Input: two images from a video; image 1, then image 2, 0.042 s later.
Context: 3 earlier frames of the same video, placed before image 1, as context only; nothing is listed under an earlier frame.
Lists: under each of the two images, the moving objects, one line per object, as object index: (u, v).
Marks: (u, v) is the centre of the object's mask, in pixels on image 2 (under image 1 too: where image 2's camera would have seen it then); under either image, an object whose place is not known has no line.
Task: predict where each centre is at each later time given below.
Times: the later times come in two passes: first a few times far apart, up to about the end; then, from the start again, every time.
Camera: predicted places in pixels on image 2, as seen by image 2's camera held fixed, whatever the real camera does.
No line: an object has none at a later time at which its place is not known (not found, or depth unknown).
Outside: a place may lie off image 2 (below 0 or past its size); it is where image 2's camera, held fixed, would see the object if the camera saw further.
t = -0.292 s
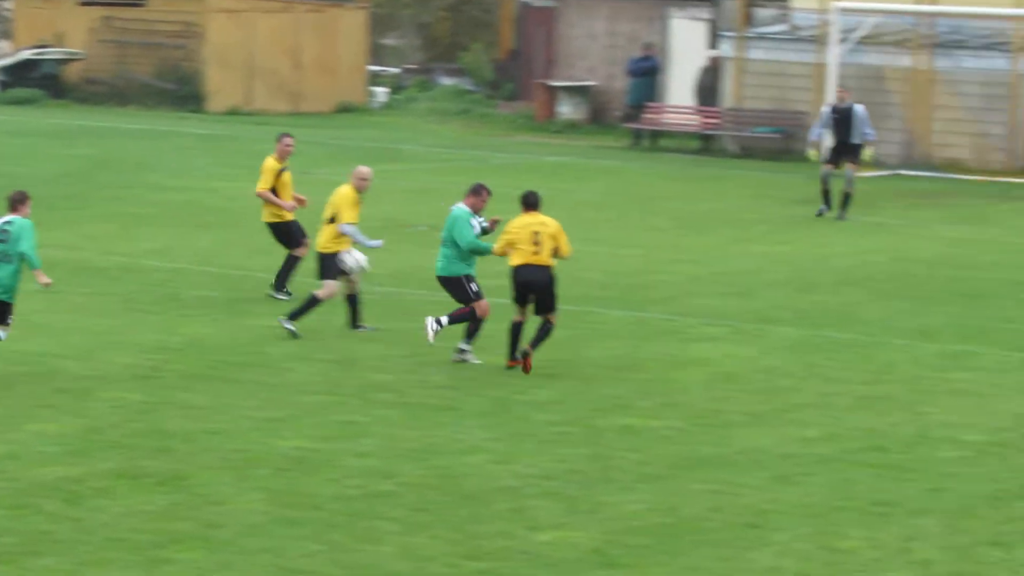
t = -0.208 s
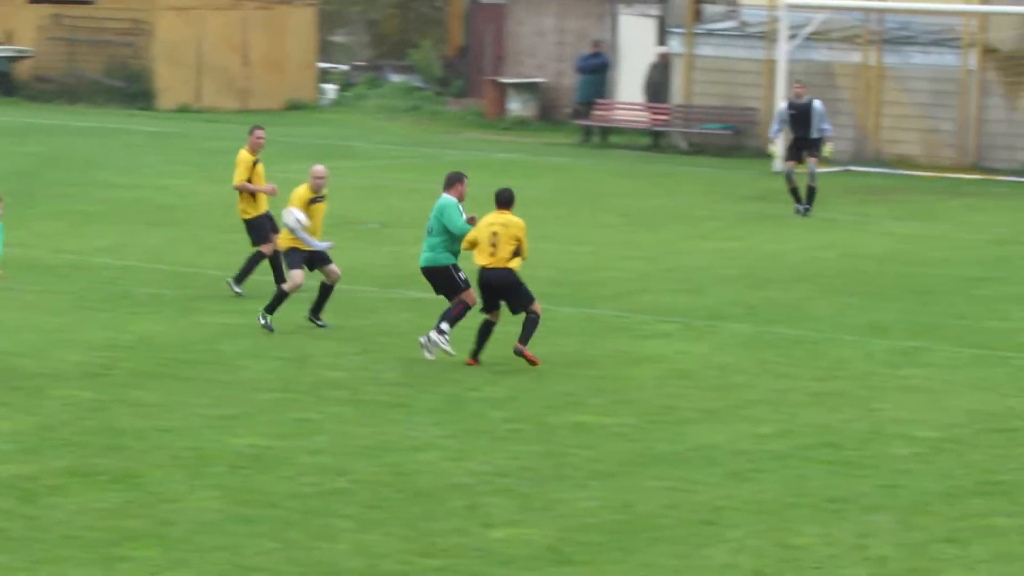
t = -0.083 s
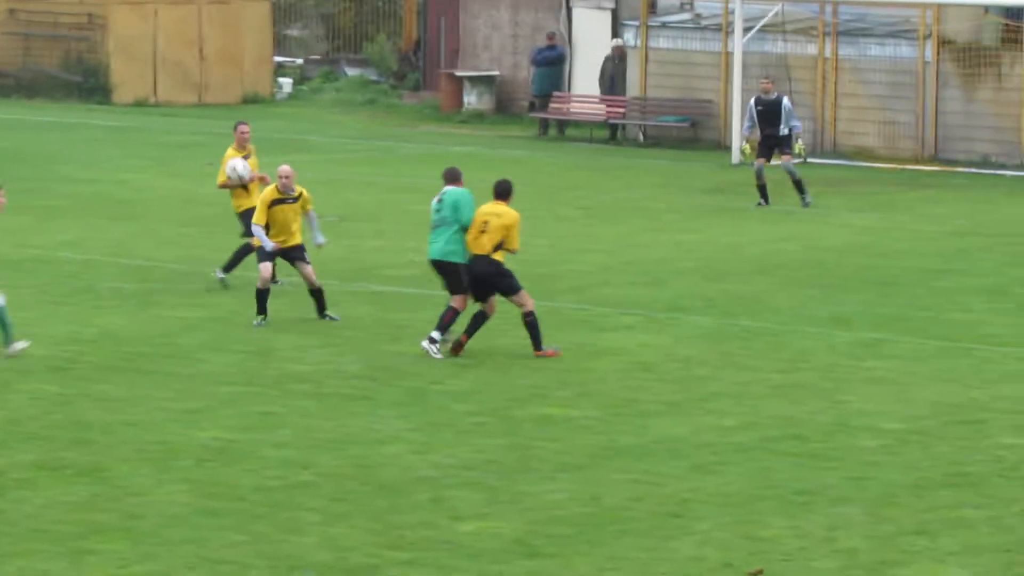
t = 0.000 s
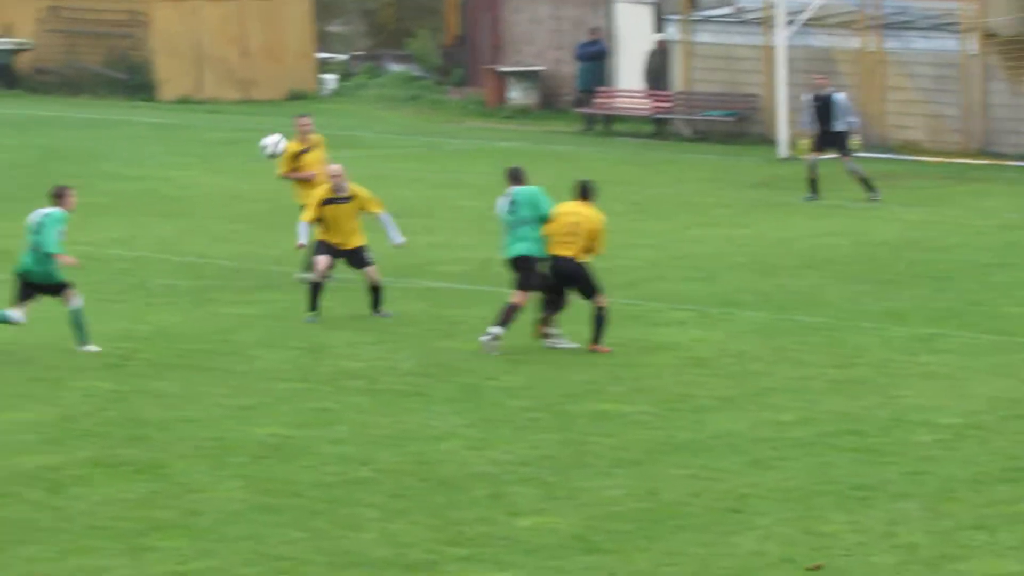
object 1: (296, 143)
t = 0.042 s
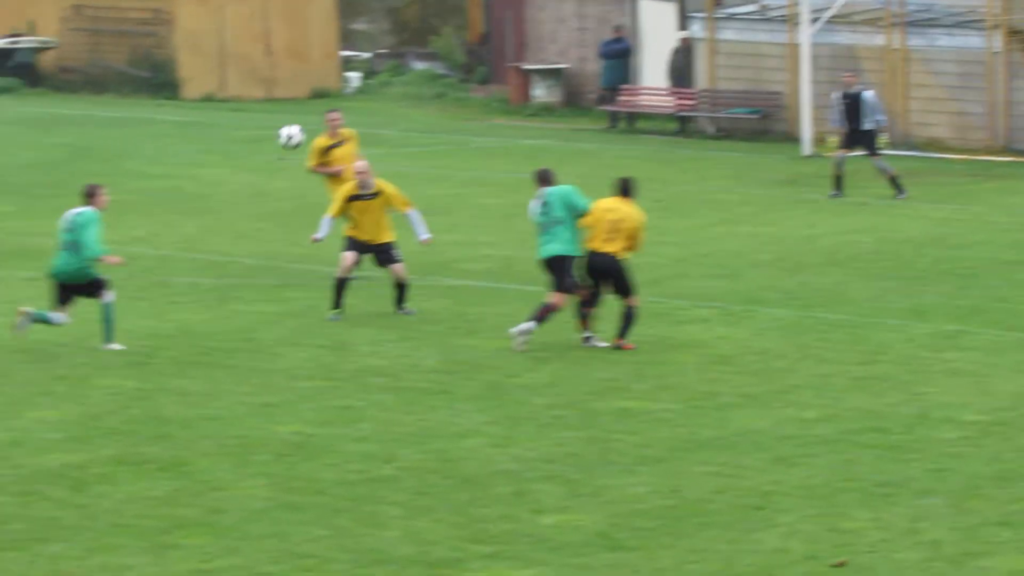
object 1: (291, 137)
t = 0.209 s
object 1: (270, 126)
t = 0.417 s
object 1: (245, 153)
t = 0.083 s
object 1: (286, 131)
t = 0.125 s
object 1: (281, 128)
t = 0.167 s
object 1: (276, 126)
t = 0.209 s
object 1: (270, 126)
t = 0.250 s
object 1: (264, 128)
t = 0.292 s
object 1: (260, 132)
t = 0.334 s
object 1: (255, 137)
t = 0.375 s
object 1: (250, 144)
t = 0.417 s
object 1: (245, 153)
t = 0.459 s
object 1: (241, 163)
